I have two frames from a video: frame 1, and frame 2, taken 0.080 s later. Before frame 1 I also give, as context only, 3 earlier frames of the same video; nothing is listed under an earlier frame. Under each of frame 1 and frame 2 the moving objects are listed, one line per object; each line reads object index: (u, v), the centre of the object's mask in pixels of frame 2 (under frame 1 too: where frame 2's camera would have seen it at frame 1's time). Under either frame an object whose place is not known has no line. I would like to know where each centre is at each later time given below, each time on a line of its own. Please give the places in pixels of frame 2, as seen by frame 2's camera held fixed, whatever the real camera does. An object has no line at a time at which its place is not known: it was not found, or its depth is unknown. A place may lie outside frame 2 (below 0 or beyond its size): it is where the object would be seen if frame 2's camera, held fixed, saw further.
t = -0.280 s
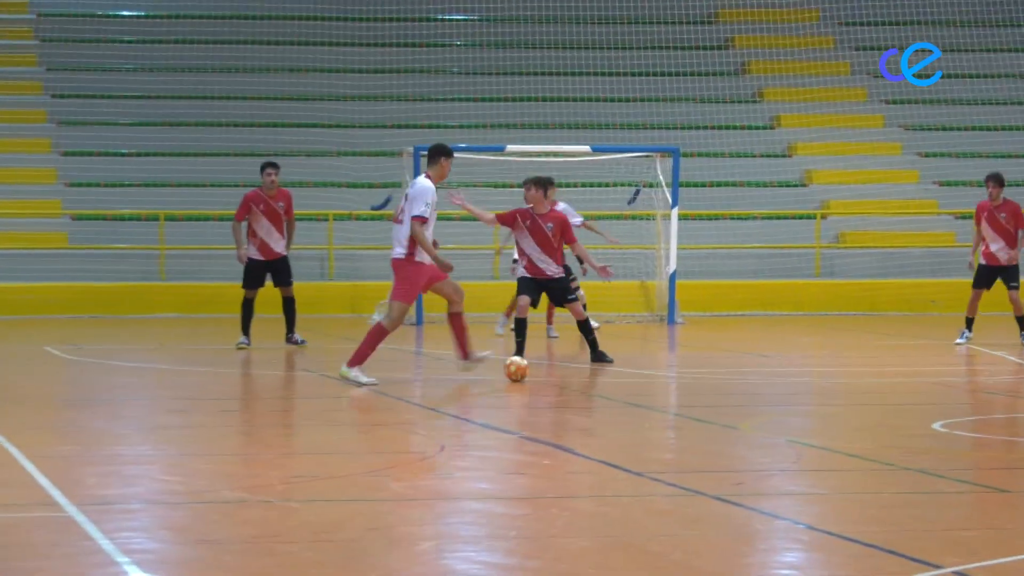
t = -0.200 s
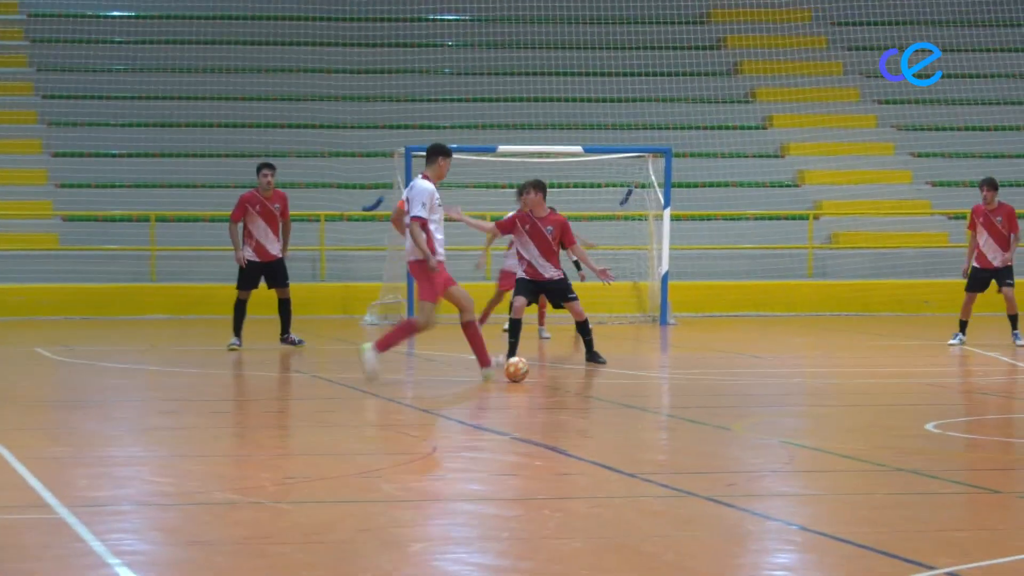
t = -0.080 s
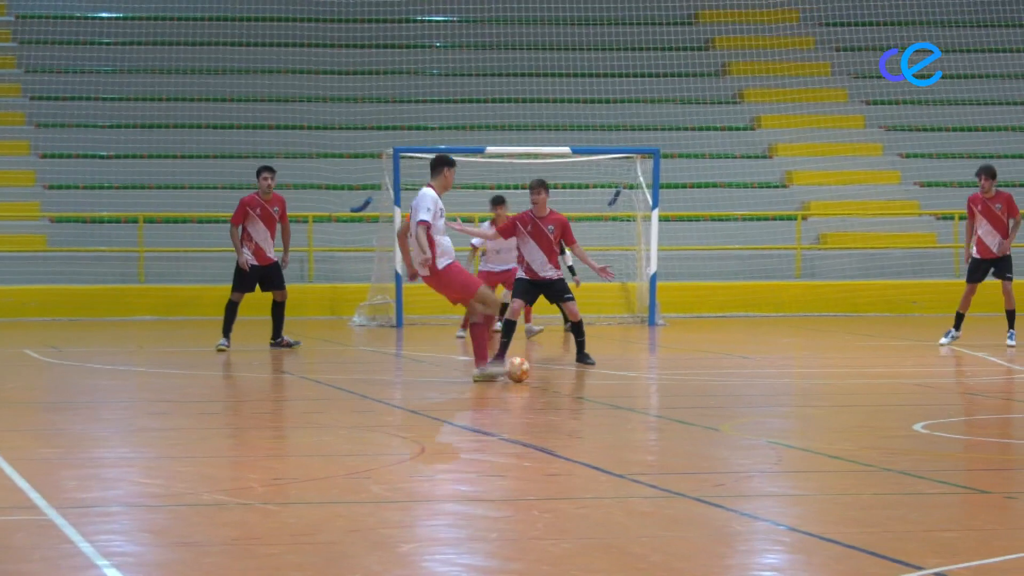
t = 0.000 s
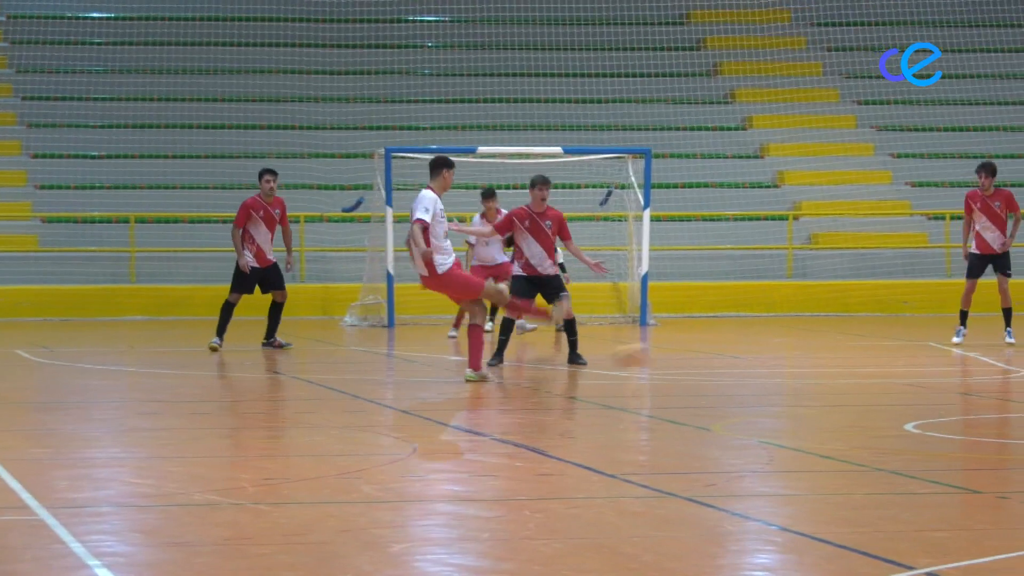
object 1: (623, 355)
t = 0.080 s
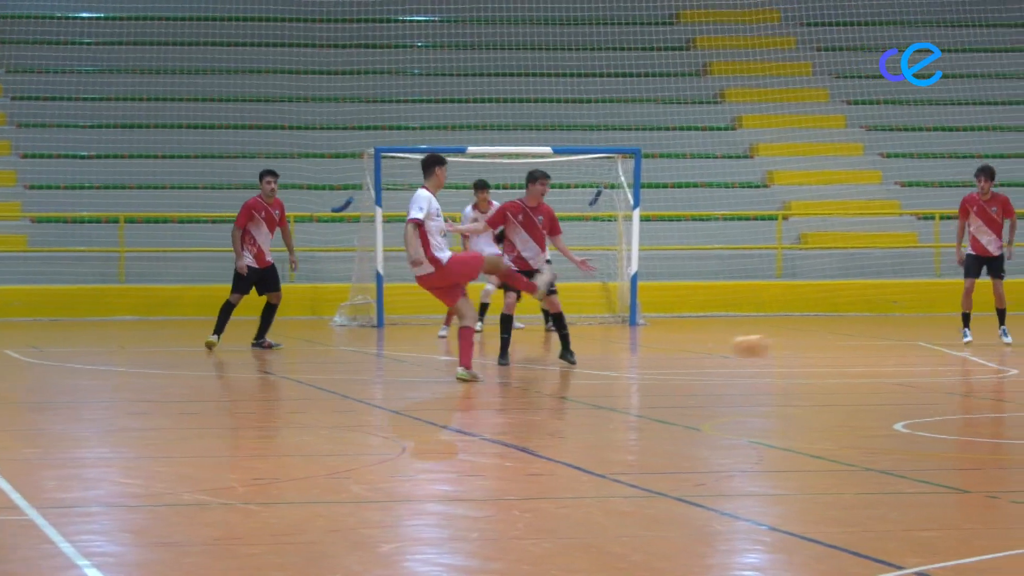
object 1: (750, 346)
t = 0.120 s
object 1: (808, 345)
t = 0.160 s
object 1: (864, 347)
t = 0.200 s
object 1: (917, 353)
